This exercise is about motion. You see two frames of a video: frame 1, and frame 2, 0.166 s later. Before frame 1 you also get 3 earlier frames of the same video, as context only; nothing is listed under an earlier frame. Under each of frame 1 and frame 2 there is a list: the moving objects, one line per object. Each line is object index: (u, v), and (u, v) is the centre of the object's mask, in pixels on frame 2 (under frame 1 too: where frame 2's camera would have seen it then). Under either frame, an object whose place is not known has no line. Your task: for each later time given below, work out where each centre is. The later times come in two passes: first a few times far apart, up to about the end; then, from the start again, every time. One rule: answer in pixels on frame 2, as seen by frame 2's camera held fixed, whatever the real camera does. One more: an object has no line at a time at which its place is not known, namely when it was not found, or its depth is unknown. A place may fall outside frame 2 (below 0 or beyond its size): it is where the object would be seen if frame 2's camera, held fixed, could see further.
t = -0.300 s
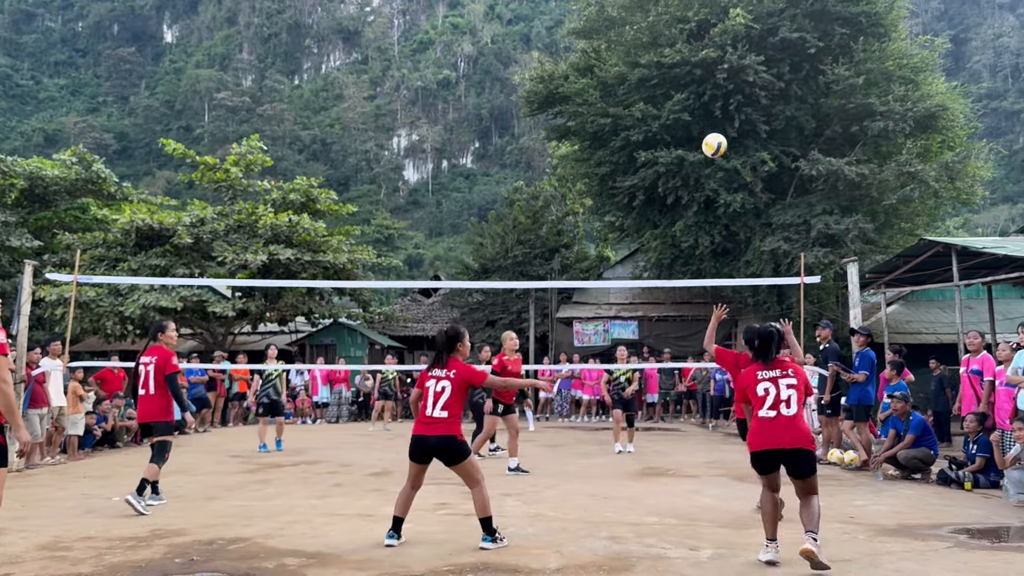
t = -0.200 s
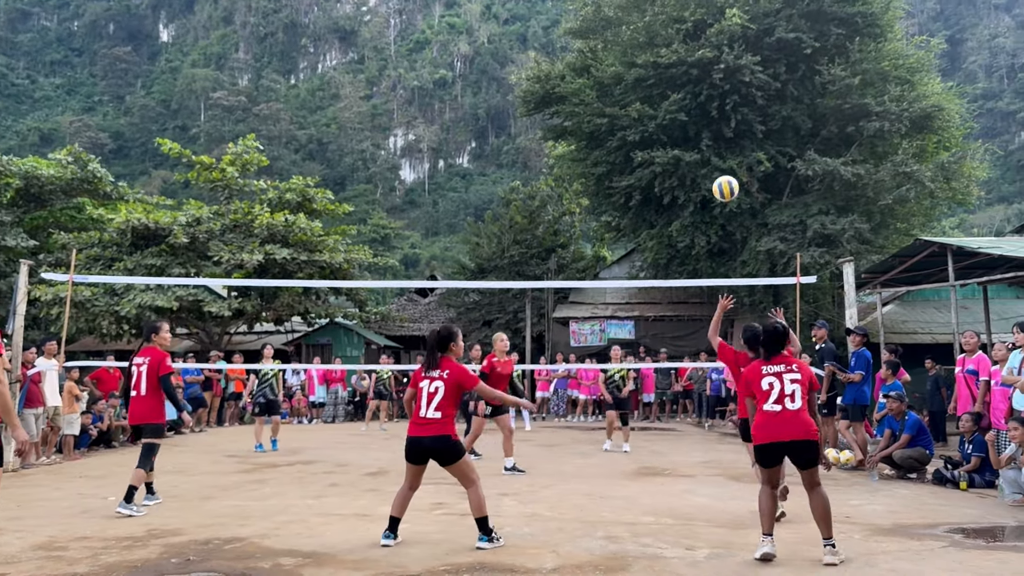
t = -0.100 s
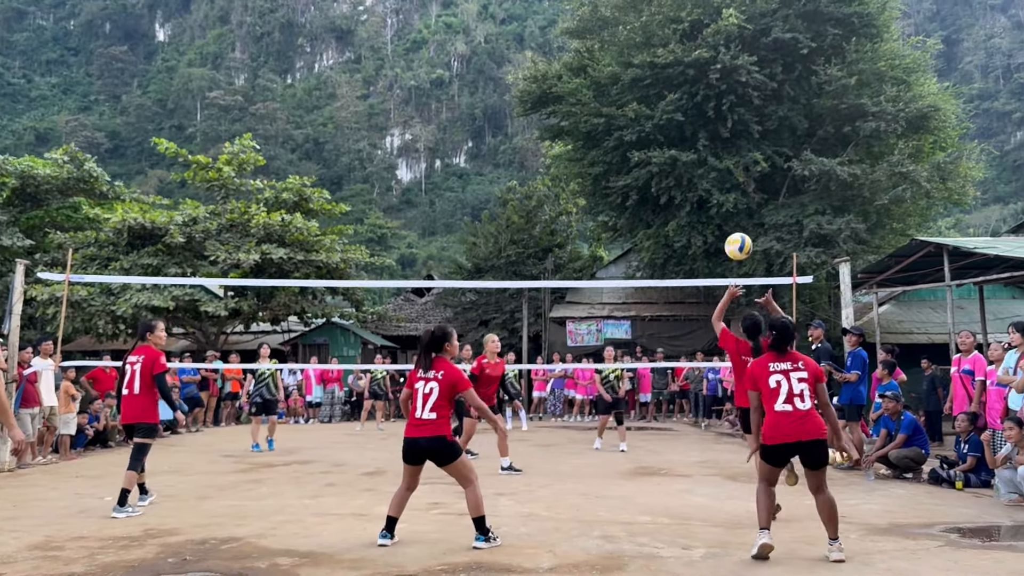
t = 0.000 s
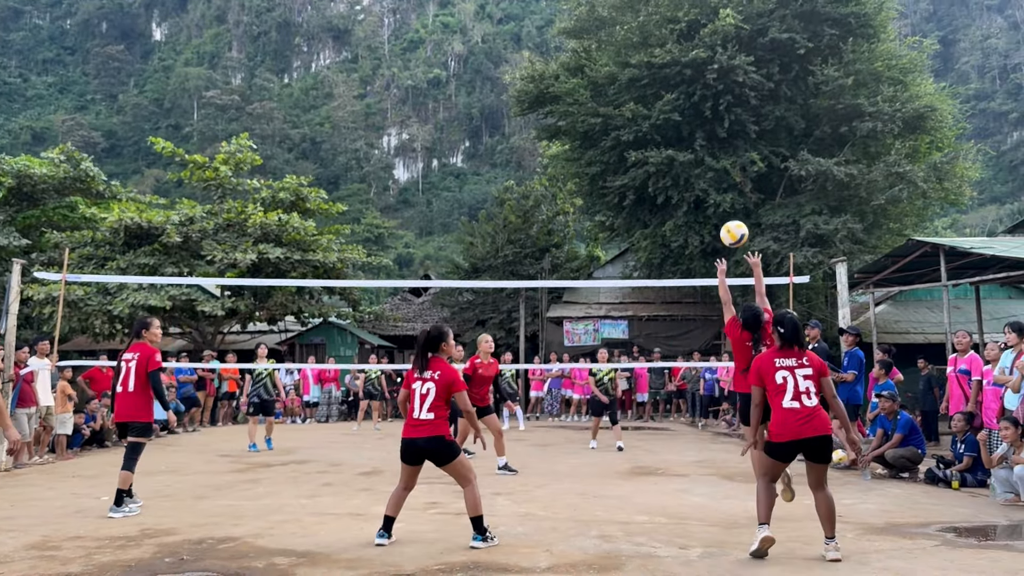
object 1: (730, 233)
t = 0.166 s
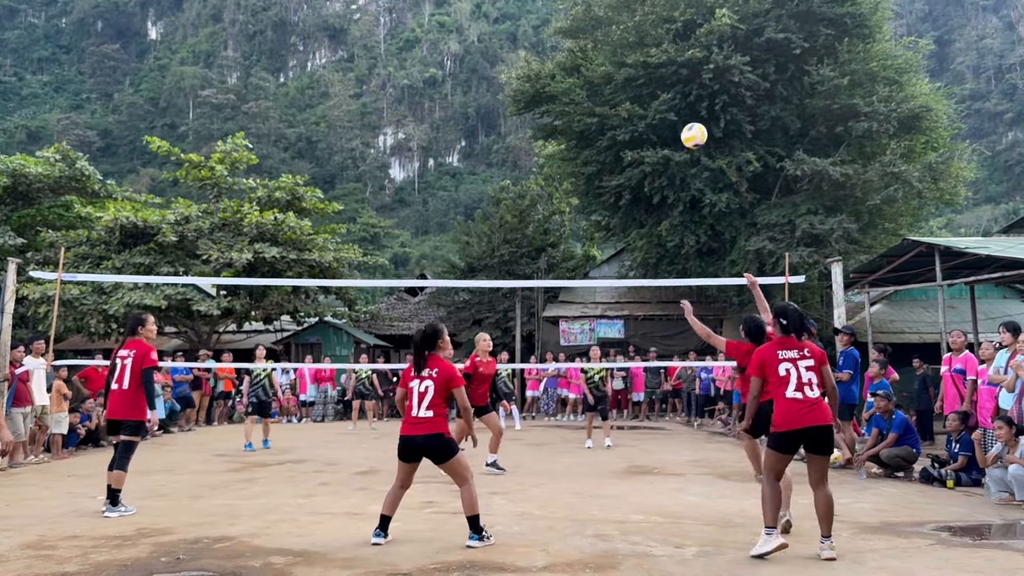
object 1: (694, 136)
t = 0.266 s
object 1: (675, 96)
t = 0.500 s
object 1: (636, 54)
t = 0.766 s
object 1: (598, 76)
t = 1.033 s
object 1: (566, 162)
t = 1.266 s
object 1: (542, 281)
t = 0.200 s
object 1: (687, 121)
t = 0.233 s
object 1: (681, 108)
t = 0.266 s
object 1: (675, 96)
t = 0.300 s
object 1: (669, 86)
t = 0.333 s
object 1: (663, 77)
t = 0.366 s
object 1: (657, 70)
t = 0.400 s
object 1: (652, 64)
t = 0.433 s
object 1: (646, 59)
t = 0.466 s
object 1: (641, 56)
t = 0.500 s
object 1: (636, 54)
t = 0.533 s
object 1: (631, 53)
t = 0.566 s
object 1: (626, 53)
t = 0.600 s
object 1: (621, 54)
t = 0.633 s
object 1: (617, 56)
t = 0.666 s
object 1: (612, 60)
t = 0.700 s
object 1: (607, 64)
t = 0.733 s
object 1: (603, 70)
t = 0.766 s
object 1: (598, 76)
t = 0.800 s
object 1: (594, 84)
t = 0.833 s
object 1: (590, 92)
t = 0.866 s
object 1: (586, 102)
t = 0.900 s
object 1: (582, 112)
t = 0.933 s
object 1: (578, 123)
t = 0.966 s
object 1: (574, 135)
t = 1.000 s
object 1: (570, 148)
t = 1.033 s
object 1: (566, 162)
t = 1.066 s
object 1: (563, 177)
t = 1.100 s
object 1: (559, 192)
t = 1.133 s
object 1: (555, 209)
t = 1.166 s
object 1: (552, 226)
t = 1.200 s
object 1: (548, 244)
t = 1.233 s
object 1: (545, 262)
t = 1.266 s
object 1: (542, 281)
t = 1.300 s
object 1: (539, 302)
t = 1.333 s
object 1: (535, 323)
